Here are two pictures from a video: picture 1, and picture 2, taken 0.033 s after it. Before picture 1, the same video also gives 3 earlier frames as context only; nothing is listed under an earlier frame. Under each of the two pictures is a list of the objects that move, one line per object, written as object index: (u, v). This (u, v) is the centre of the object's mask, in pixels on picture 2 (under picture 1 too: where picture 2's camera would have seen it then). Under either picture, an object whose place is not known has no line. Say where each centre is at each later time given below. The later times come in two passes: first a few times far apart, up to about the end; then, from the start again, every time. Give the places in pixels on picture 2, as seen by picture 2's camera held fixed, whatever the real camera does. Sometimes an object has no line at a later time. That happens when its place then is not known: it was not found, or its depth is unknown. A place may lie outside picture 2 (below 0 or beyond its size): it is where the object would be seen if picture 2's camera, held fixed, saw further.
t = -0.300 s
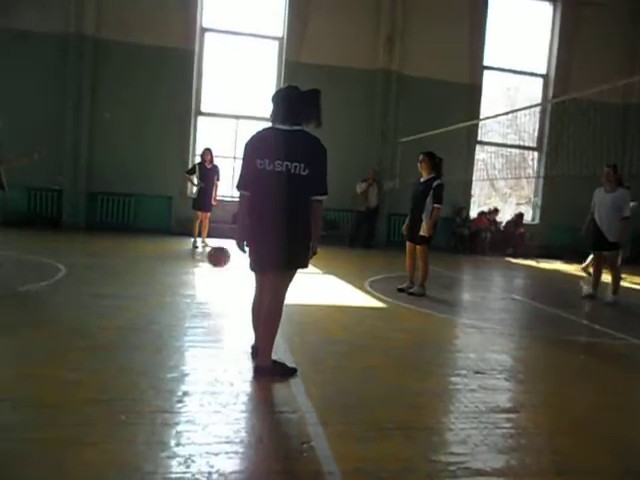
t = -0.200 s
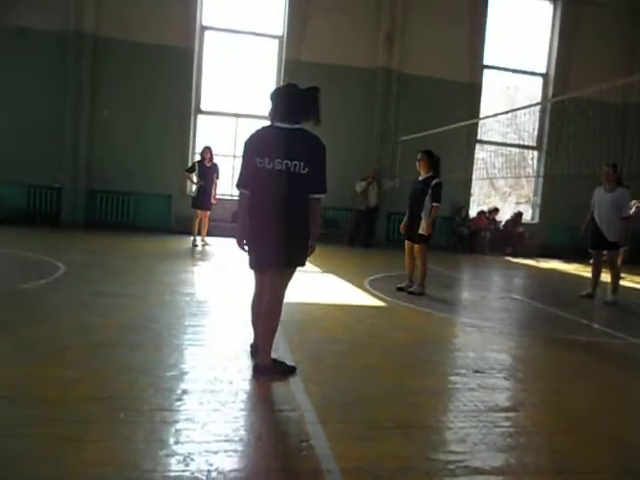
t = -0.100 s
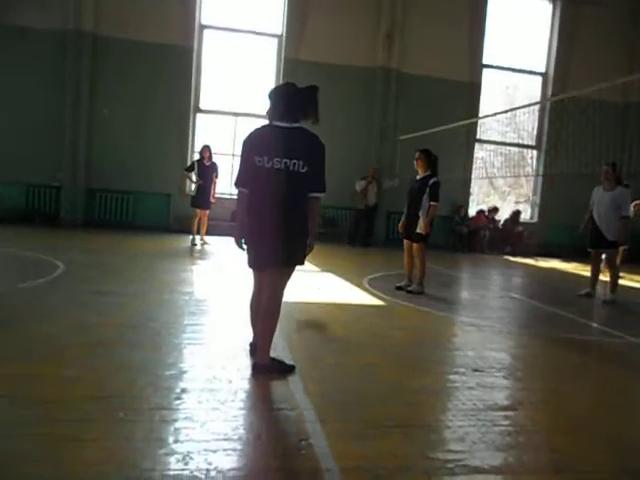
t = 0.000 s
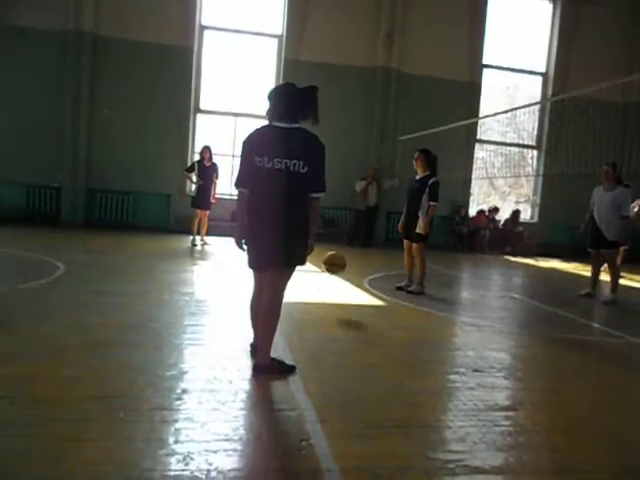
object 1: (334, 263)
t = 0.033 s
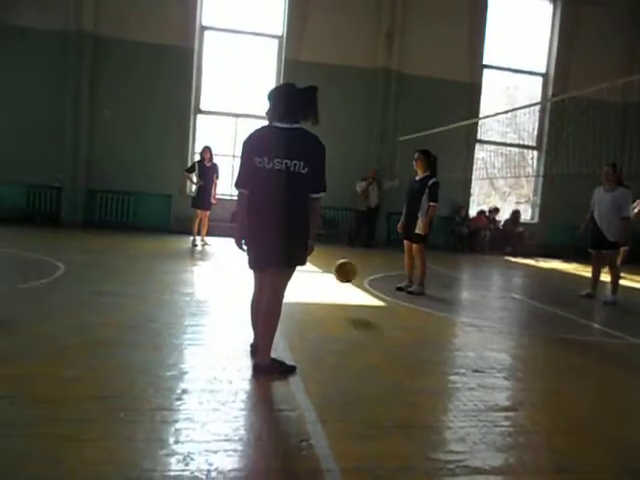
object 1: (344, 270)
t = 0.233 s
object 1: (412, 282)
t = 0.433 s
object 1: (486, 277)
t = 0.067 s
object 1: (355, 279)
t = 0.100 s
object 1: (366, 290)
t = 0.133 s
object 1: (377, 302)
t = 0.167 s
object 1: (388, 295)
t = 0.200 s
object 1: (401, 285)
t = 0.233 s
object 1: (412, 282)
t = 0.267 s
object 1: (425, 278)
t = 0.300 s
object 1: (438, 276)
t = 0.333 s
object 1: (450, 274)
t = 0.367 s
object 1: (462, 273)
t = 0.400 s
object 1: (475, 275)
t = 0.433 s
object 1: (486, 277)
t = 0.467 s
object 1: (498, 281)
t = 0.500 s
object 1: (509, 285)
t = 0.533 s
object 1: (520, 291)
